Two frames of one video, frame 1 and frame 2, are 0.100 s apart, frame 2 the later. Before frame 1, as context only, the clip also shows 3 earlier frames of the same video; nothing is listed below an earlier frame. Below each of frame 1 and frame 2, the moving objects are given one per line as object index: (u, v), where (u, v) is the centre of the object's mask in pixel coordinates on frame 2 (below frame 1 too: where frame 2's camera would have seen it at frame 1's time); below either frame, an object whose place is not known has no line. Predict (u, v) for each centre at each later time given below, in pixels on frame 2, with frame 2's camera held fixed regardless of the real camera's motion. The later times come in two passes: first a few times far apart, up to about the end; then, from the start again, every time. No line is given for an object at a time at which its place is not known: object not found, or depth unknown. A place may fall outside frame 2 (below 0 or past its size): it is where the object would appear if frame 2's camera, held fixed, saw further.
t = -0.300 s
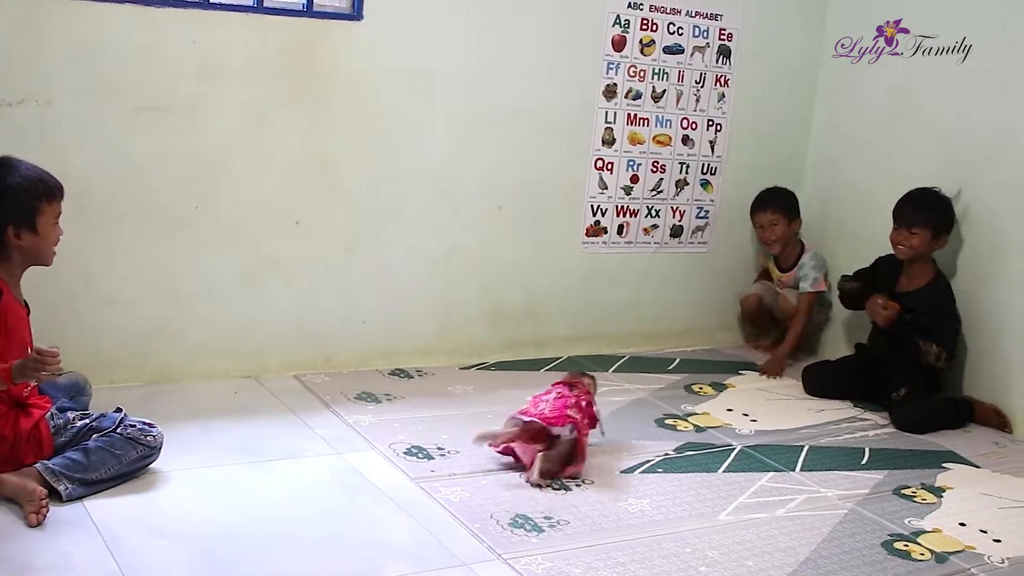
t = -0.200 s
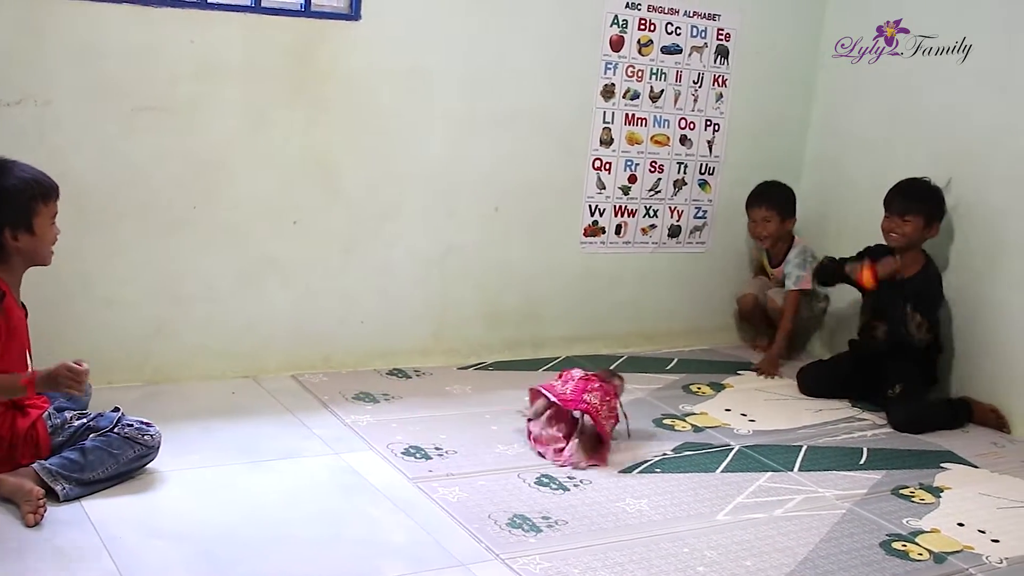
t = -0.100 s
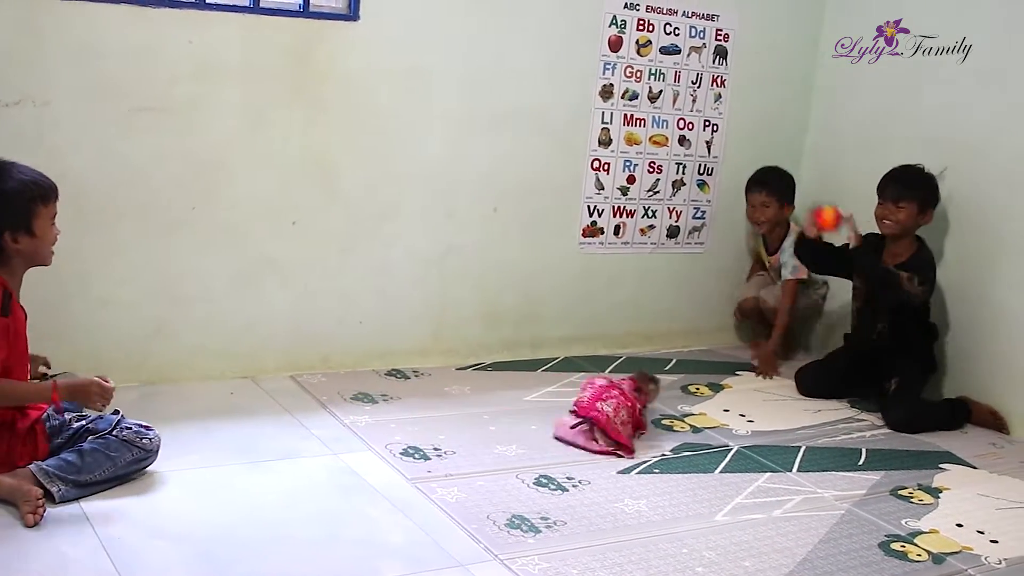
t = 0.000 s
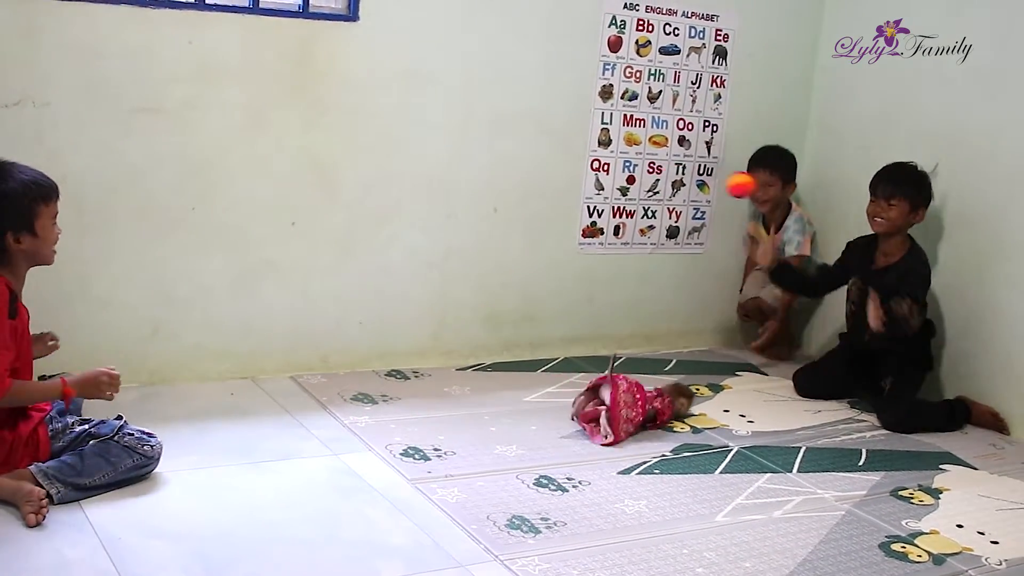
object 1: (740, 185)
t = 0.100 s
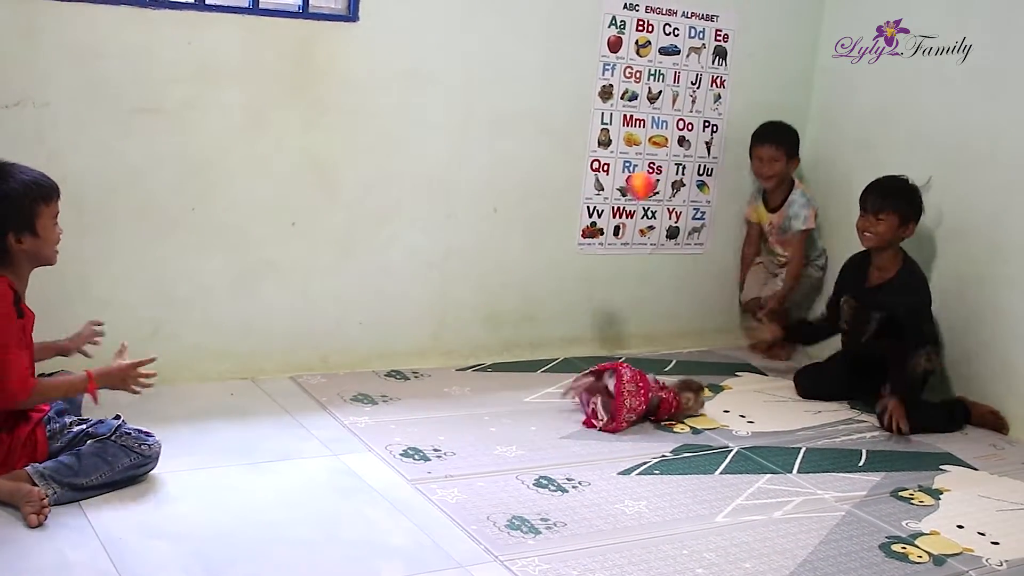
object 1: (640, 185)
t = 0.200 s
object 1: (530, 226)
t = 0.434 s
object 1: (282, 370)
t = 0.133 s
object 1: (605, 194)
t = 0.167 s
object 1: (567, 208)
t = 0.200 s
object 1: (530, 226)
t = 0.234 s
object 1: (491, 249)
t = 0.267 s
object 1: (452, 276)
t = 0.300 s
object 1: (412, 308)
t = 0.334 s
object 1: (373, 344)
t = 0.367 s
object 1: (333, 387)
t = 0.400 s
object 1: (302, 396)
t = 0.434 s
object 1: (282, 370)
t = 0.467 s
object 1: (261, 347)
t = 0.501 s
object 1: (240, 326)
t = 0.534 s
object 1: (218, 310)
